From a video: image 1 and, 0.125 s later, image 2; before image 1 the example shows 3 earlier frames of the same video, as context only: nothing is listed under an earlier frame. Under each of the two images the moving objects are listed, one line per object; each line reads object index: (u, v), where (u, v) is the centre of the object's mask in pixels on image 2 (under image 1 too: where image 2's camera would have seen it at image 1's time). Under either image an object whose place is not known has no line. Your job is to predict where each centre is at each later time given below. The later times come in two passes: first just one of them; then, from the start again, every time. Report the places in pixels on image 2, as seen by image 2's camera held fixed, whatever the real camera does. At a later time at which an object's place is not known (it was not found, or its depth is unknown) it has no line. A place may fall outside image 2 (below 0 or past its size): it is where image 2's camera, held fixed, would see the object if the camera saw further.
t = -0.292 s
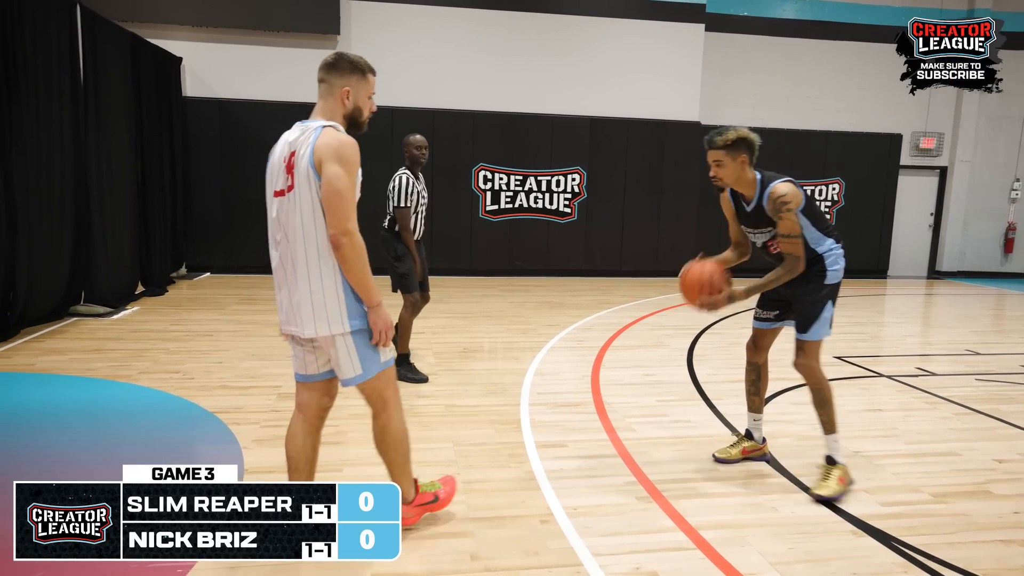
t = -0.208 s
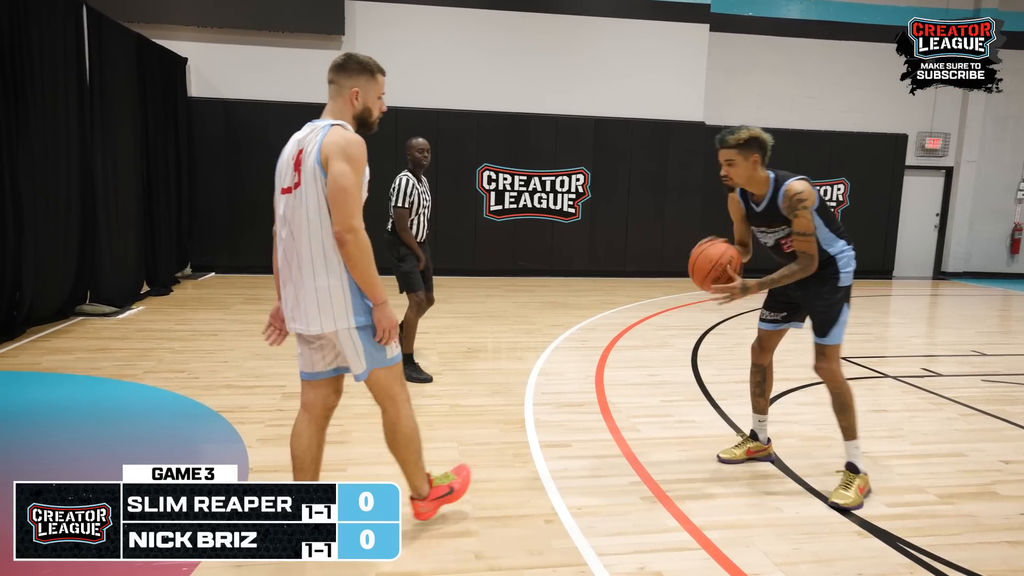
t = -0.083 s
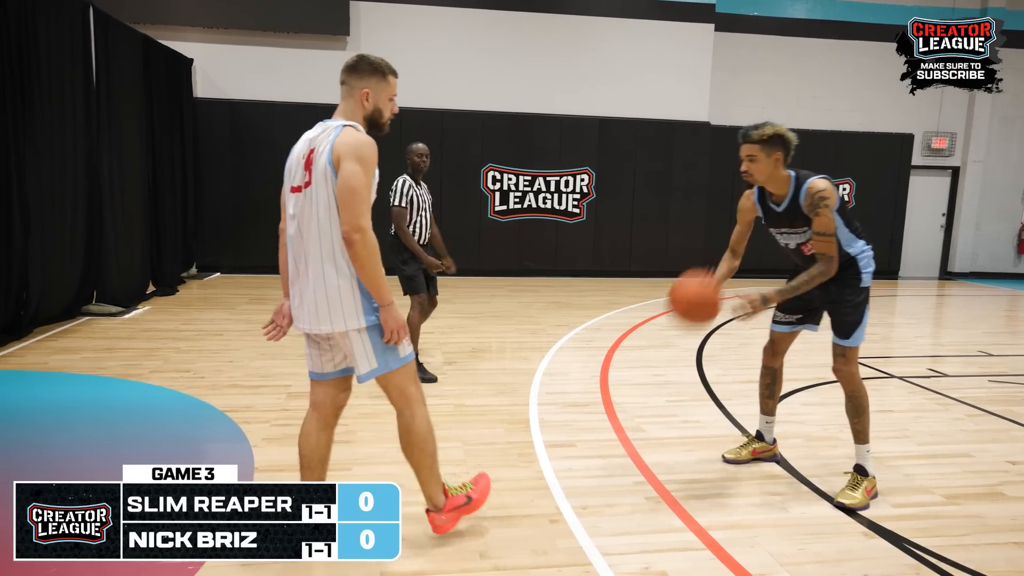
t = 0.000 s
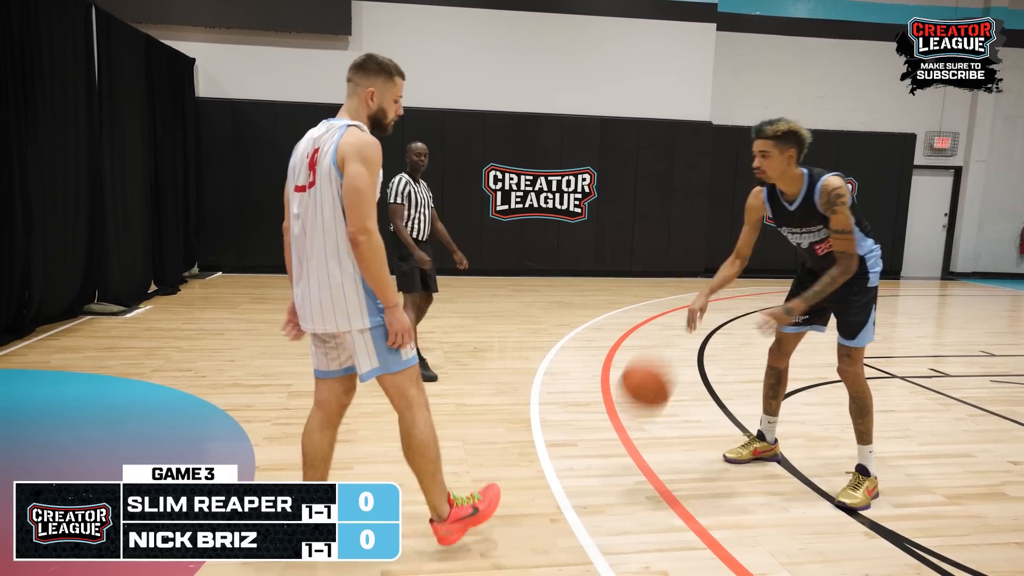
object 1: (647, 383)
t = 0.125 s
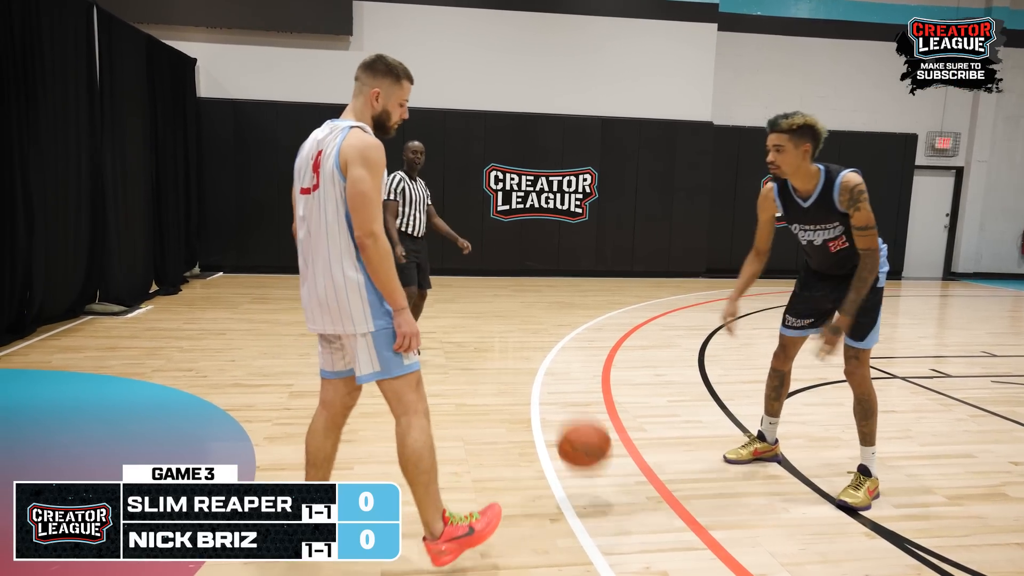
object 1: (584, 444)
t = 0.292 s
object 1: (537, 329)
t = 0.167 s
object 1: (573, 411)
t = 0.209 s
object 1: (562, 381)
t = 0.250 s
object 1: (549, 353)
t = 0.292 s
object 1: (537, 329)
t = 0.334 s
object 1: (525, 310)
